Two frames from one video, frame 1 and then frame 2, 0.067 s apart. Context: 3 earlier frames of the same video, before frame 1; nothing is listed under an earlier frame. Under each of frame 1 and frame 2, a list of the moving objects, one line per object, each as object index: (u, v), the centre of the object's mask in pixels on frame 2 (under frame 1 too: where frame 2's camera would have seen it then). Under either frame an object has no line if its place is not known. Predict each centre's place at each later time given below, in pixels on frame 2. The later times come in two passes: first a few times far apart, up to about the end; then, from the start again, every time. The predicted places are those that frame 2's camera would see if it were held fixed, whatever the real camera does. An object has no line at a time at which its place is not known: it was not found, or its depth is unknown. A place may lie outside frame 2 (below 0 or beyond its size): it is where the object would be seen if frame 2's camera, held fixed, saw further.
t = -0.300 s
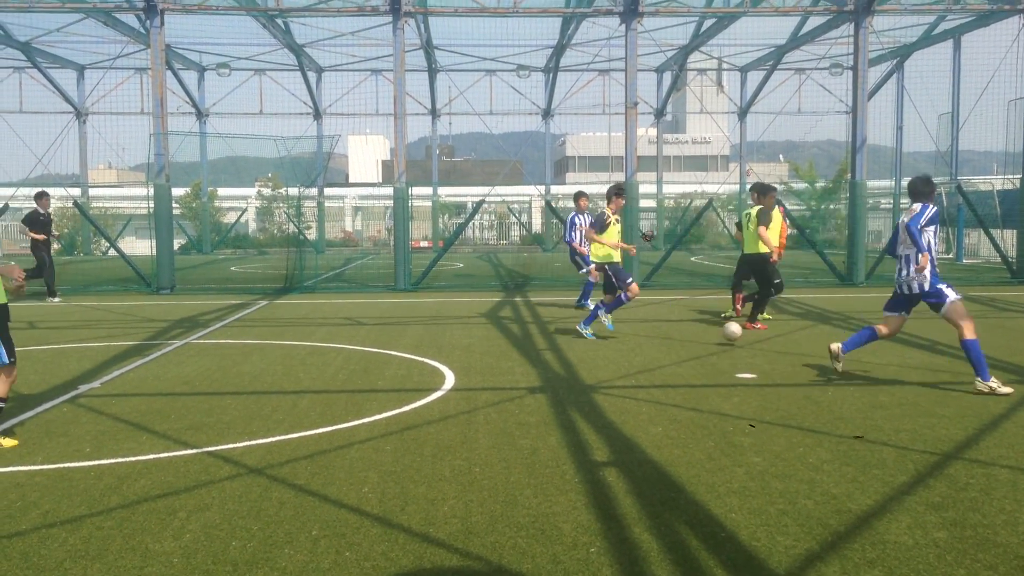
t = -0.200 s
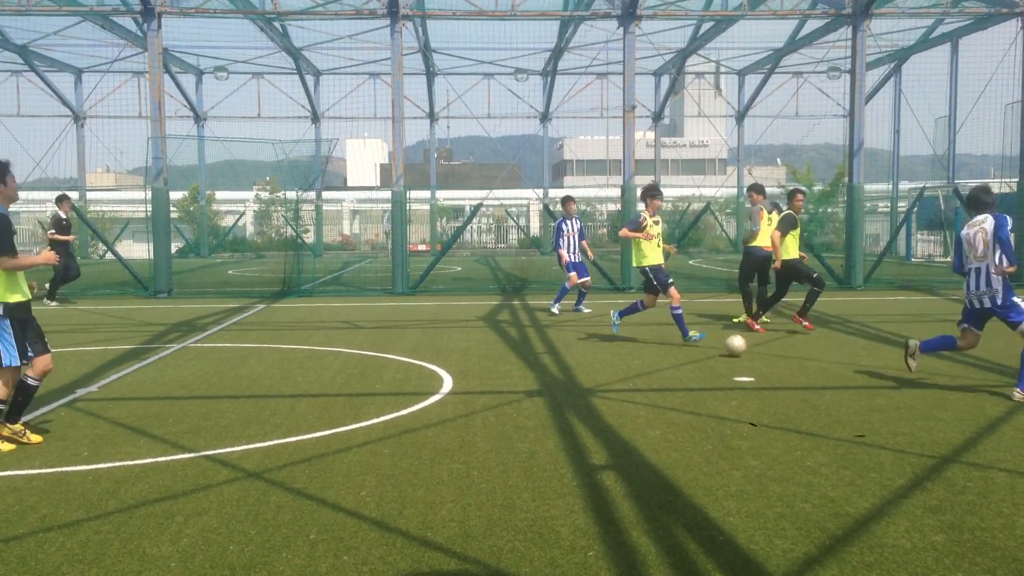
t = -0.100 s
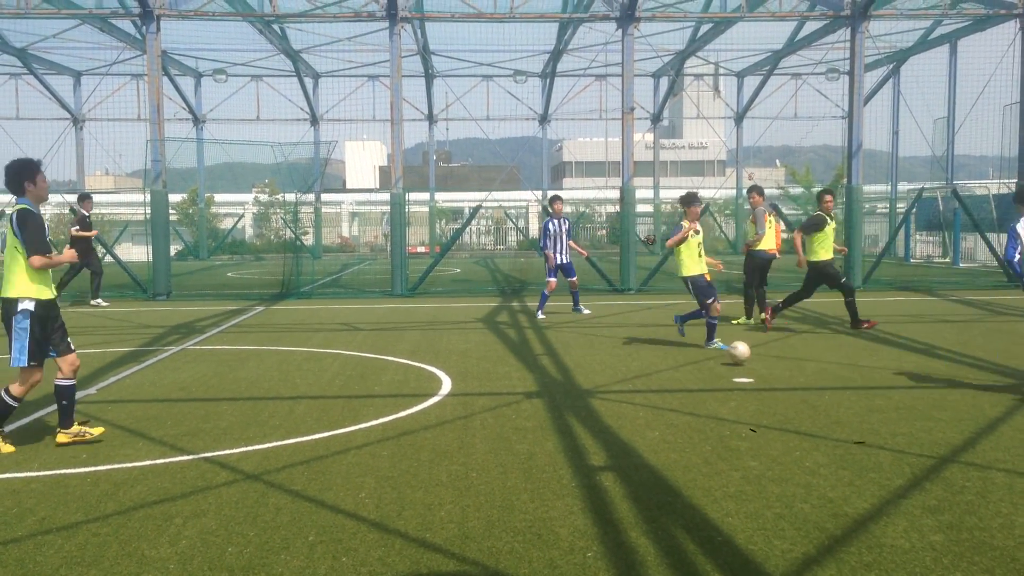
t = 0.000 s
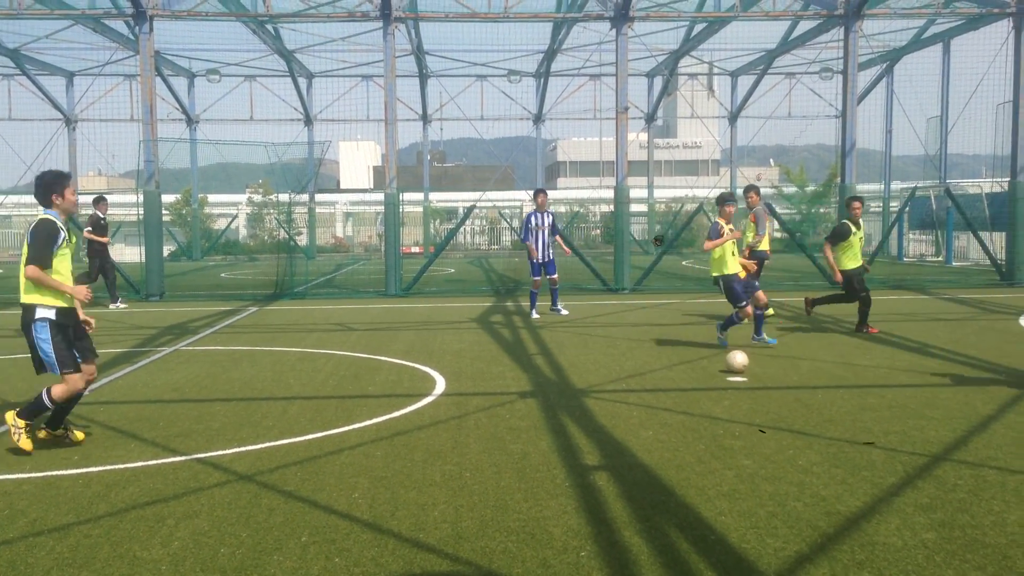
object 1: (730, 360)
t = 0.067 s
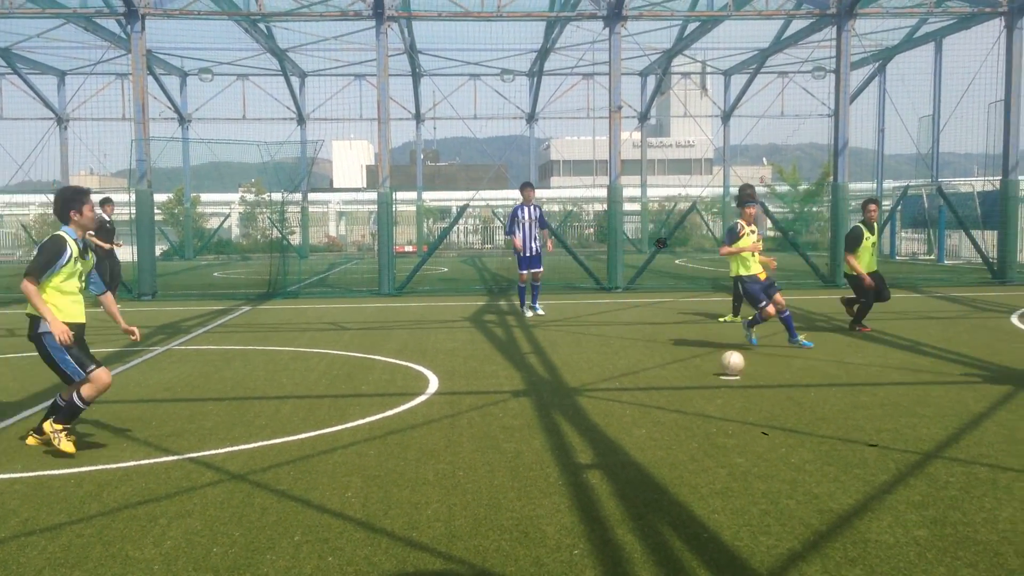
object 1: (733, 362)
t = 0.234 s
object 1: (739, 377)
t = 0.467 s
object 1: (753, 400)
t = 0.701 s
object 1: (772, 432)
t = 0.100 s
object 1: (733, 365)
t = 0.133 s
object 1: (735, 369)
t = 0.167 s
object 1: (736, 372)
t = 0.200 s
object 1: (738, 373)
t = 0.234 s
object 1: (739, 377)
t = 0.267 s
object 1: (741, 381)
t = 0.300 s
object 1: (743, 384)
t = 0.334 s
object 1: (744, 386)
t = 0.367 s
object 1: (746, 390)
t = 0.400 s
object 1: (748, 394)
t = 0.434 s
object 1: (751, 397)
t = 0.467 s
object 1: (753, 400)
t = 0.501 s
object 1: (755, 405)
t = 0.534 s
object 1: (758, 410)
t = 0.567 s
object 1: (760, 414)
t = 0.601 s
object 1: (763, 418)
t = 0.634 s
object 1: (766, 424)
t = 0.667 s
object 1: (768, 427)
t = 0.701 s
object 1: (772, 432)
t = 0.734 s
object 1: (774, 438)
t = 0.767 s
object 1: (778, 443)
